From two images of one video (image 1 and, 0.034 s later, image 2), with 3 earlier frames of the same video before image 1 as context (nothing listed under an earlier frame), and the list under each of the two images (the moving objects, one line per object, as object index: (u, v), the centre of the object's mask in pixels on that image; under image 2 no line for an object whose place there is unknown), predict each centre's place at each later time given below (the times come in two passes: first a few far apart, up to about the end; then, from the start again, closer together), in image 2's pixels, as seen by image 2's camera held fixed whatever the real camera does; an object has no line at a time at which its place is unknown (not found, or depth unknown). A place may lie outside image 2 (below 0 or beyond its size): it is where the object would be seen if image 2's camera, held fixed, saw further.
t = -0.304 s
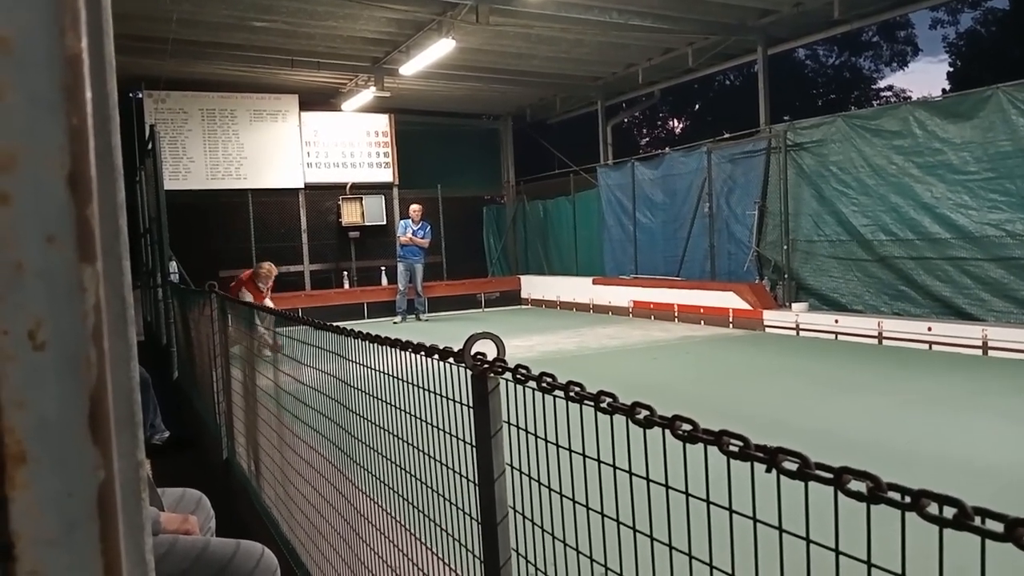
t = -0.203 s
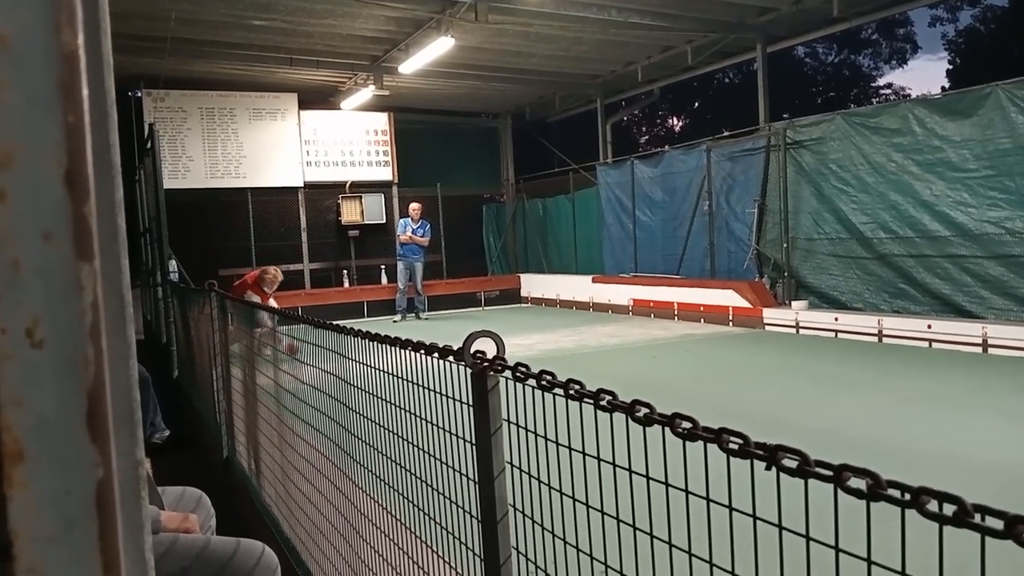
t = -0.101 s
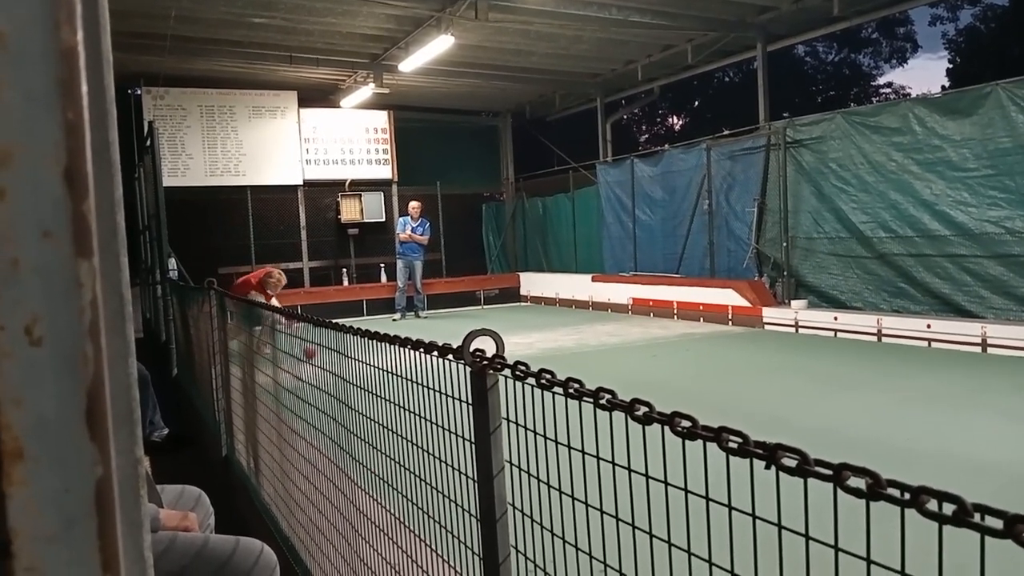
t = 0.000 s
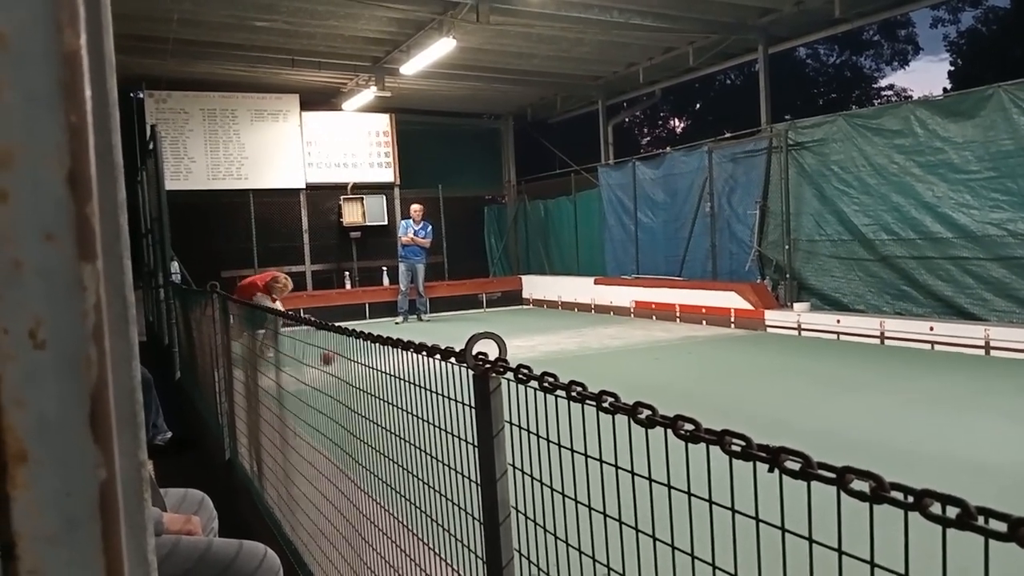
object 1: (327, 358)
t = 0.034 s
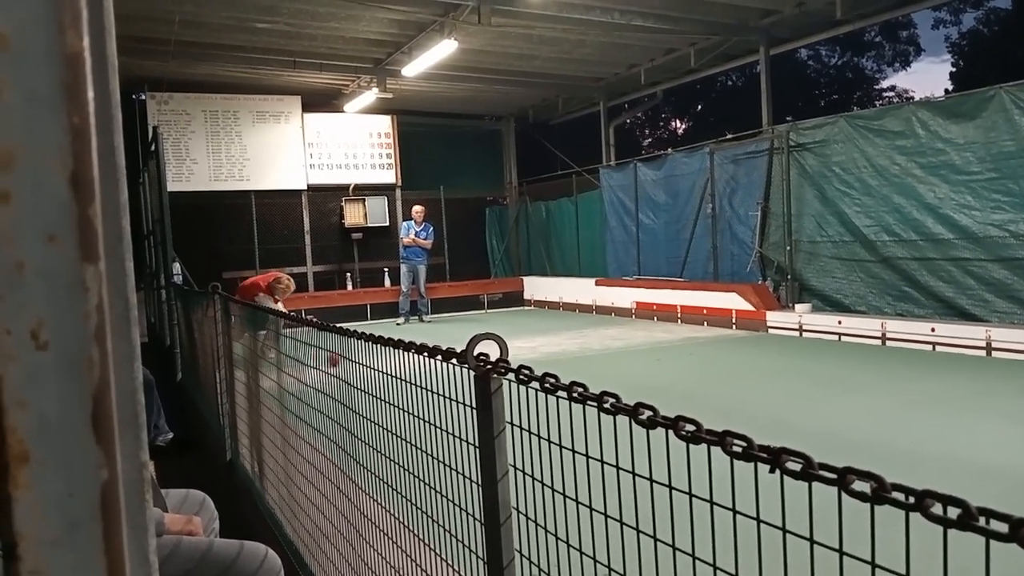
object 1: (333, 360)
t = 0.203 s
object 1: (361, 363)
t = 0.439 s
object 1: (406, 368)
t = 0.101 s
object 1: (343, 361)
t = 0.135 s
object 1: (349, 362)
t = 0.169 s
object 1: (356, 362)
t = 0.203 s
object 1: (361, 363)
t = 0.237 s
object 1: (368, 364)
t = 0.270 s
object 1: (375, 364)
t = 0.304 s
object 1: (381, 365)
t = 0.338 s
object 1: (387, 366)
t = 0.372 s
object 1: (393, 367)
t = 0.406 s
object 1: (400, 368)
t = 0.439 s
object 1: (406, 368)
